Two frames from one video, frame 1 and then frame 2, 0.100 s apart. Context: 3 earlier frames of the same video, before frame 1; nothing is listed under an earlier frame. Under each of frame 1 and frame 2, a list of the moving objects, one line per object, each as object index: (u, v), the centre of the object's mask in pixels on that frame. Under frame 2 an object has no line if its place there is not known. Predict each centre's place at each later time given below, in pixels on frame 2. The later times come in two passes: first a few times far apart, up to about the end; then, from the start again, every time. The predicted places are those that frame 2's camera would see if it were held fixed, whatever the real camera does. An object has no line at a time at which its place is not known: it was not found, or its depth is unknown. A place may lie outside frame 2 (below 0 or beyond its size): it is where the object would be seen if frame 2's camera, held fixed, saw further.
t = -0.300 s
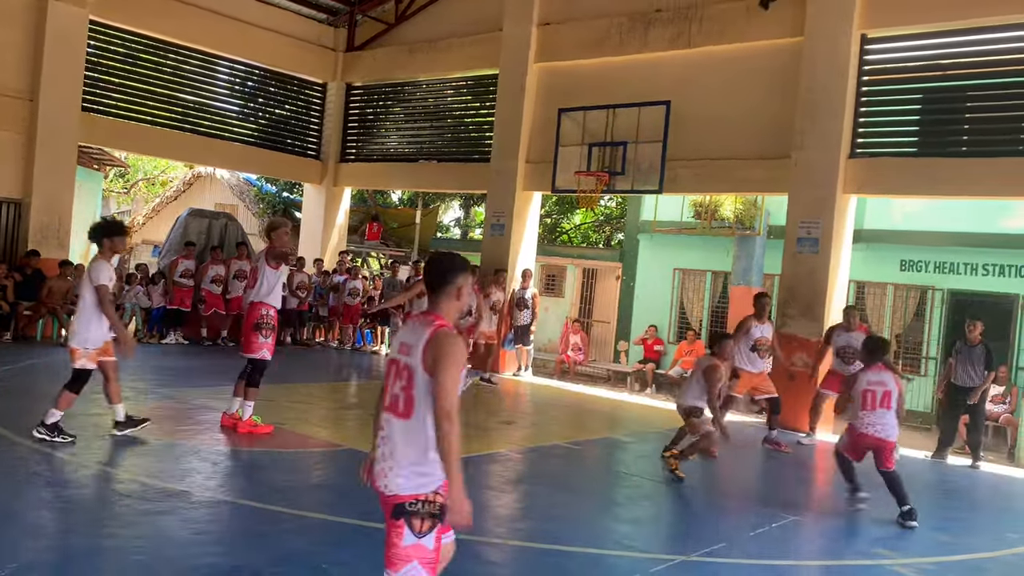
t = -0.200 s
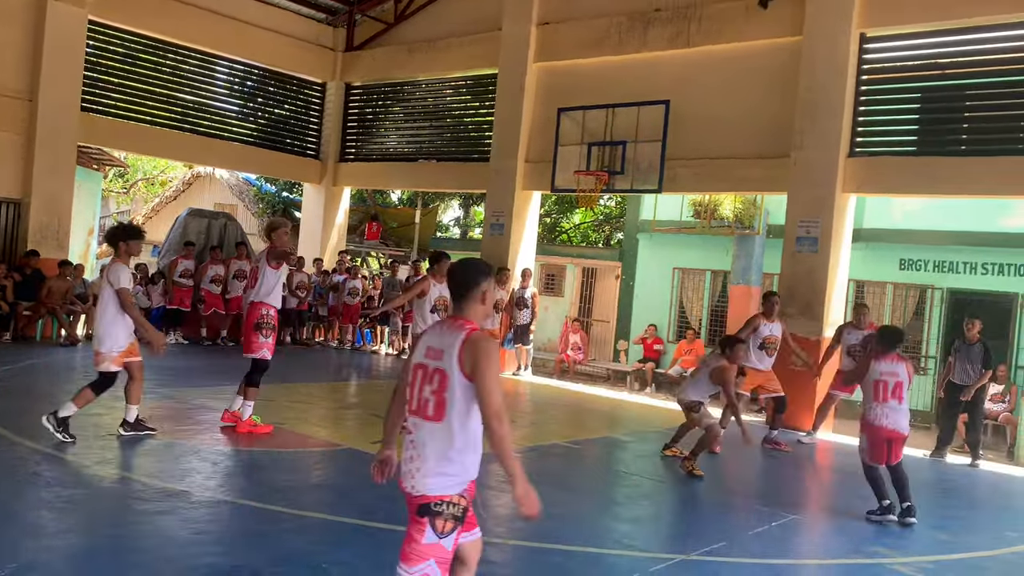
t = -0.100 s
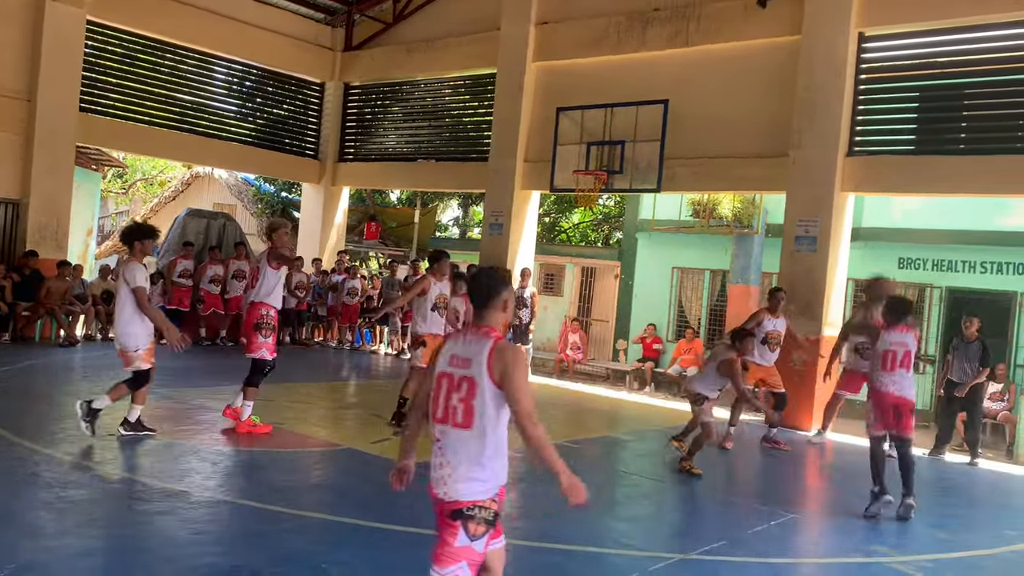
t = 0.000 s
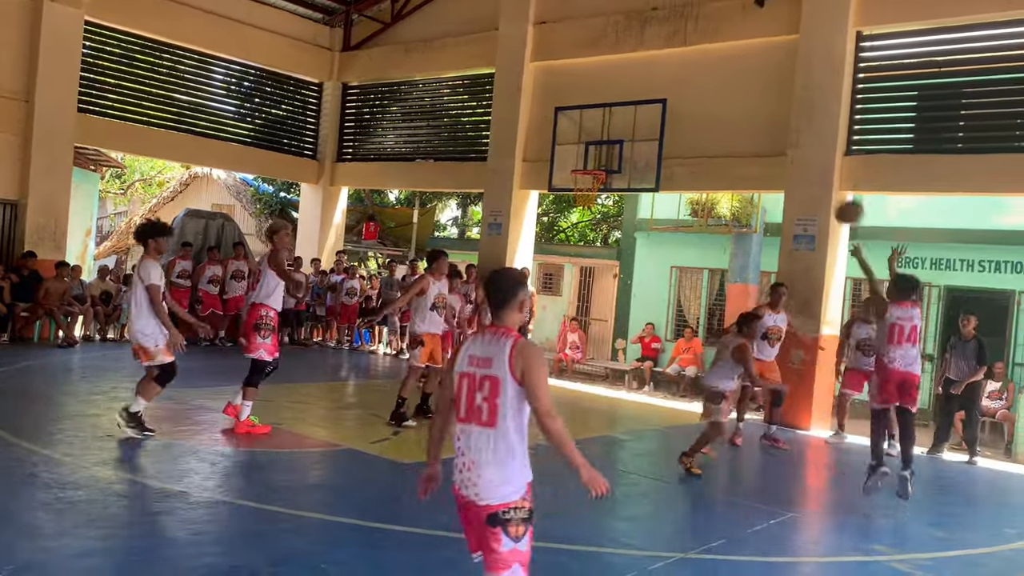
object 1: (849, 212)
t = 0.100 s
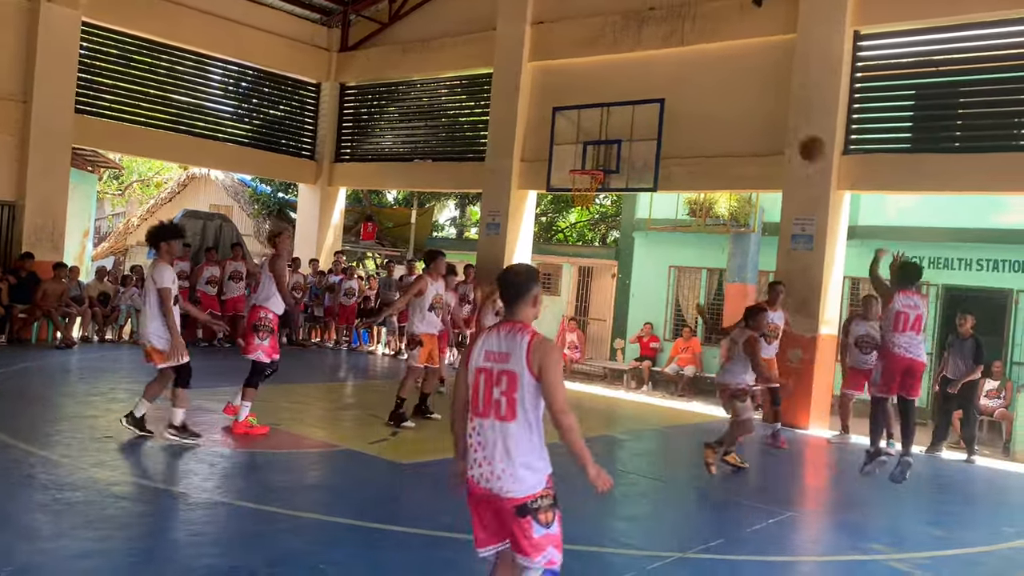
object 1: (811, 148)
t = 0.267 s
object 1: (760, 82)
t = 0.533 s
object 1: (690, 48)
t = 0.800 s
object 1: (632, 78)
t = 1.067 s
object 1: (580, 152)
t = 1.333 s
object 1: (545, 166)
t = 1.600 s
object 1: (508, 202)
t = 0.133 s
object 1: (800, 132)
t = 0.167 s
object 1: (790, 117)
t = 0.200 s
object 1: (780, 104)
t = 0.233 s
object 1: (770, 92)
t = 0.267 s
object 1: (760, 82)
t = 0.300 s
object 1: (751, 74)
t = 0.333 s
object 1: (742, 67)
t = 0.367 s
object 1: (732, 60)
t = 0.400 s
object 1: (724, 55)
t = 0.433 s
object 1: (715, 52)
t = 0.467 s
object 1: (707, 49)
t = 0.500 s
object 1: (699, 48)
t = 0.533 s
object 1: (690, 48)
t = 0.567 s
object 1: (683, 48)
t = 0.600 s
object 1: (675, 50)
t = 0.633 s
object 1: (668, 52)
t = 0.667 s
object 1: (660, 56)
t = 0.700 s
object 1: (653, 60)
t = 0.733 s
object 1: (646, 65)
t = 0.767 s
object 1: (639, 71)
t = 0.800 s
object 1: (632, 78)
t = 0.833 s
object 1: (625, 85)
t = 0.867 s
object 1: (618, 94)
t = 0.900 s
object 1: (612, 101)
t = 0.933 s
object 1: (605, 112)
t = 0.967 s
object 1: (596, 119)
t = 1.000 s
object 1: (591, 130)
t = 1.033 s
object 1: (586, 140)
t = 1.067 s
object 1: (580, 152)
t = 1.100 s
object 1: (576, 163)
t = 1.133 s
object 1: (571, 164)
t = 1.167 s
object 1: (566, 164)
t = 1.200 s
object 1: (562, 165)
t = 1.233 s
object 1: (559, 166)
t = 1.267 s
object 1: (553, 166)
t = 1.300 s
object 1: (549, 166)
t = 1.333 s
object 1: (545, 166)
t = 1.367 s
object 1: (540, 167)
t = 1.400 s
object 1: (535, 170)
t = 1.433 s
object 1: (531, 173)
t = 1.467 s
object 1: (526, 177)
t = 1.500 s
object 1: (521, 183)
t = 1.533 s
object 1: (518, 189)
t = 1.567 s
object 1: (513, 194)
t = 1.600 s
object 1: (508, 202)
